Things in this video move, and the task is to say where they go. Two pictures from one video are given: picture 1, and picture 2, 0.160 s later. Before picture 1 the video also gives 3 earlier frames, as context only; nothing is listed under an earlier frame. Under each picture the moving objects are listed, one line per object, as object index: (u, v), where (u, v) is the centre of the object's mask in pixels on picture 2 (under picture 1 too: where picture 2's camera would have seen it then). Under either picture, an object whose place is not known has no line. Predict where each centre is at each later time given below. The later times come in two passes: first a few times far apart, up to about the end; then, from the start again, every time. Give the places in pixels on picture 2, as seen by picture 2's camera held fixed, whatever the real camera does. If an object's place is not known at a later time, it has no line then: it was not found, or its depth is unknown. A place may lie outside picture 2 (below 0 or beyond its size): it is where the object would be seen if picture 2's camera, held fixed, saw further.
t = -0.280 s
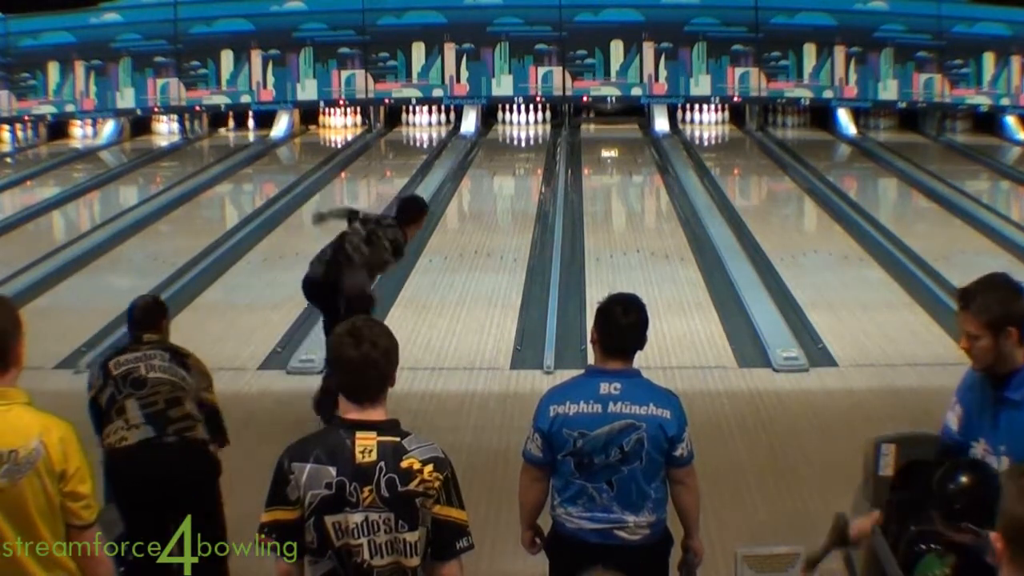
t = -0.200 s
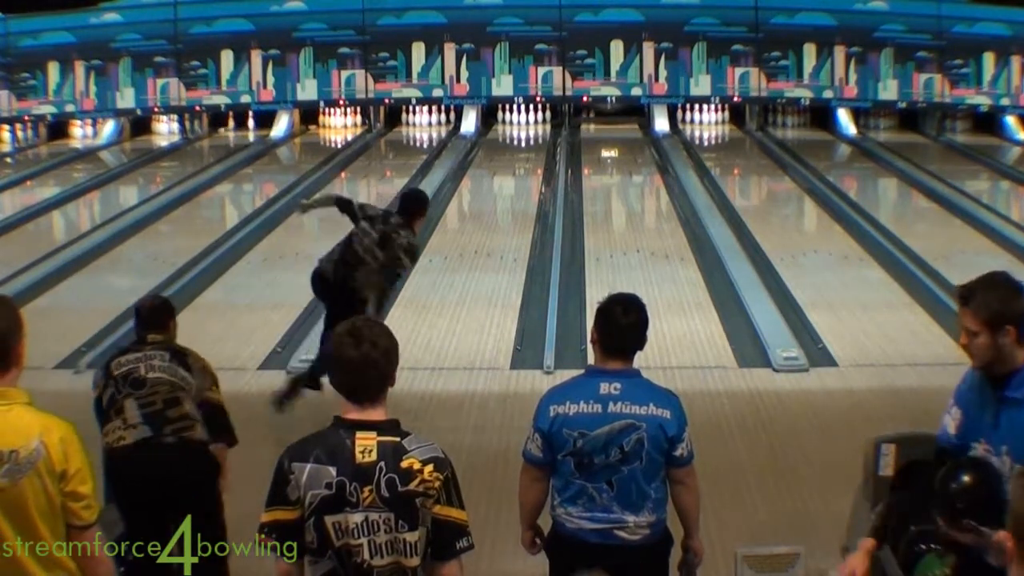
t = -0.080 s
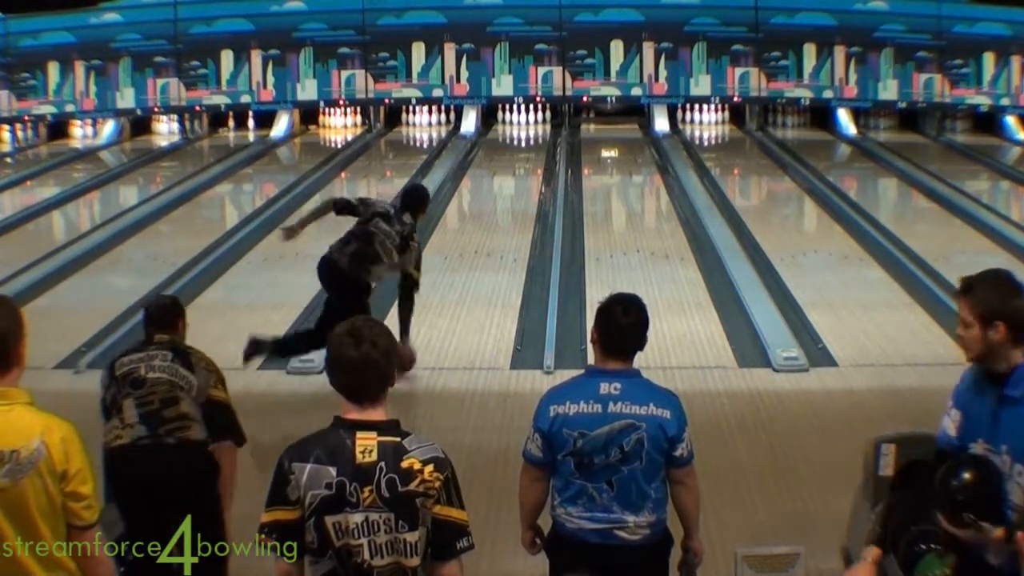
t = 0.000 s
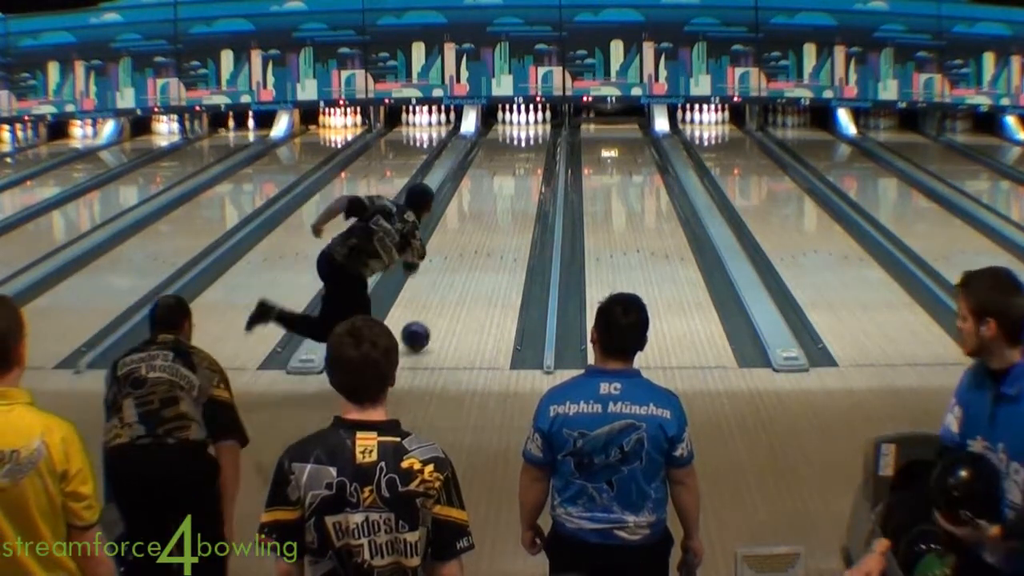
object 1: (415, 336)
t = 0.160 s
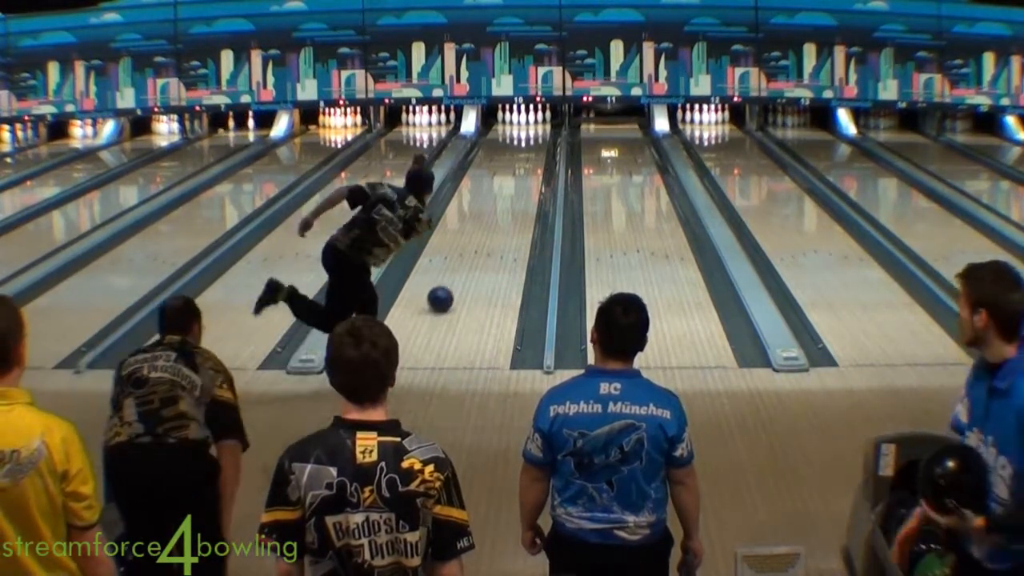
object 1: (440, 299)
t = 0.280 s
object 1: (455, 275)
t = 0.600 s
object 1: (486, 225)
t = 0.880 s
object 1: (504, 194)
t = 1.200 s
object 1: (518, 166)
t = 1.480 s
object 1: (527, 149)
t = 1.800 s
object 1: (530, 133)
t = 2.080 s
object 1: (526, 123)
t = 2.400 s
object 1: (524, 115)
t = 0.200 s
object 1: (445, 291)
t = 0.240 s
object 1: (450, 283)
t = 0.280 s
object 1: (455, 275)
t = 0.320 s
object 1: (459, 267)
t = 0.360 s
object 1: (464, 261)
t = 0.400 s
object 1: (468, 254)
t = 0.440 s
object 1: (472, 248)
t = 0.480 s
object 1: (476, 242)
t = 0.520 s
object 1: (479, 236)
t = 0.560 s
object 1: (483, 230)
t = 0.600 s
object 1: (486, 225)
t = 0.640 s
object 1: (489, 220)
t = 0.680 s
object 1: (491, 214)
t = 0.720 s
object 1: (494, 211)
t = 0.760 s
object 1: (497, 206)
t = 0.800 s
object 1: (499, 202)
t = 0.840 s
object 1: (502, 197)
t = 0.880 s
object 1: (504, 194)
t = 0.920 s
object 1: (506, 189)
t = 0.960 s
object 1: (508, 186)
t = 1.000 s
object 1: (510, 182)
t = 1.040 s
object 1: (512, 179)
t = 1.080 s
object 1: (514, 175)
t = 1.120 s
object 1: (515, 173)
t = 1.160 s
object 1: (517, 169)
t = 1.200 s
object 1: (518, 166)
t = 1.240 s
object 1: (520, 163)
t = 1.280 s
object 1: (521, 161)
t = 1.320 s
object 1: (523, 158)
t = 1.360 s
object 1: (524, 156)
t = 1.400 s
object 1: (525, 153)
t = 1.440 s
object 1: (526, 151)
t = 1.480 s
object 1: (527, 149)
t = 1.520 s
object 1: (527, 146)
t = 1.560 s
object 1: (529, 144)
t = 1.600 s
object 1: (529, 142)
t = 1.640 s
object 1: (530, 141)
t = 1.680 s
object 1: (530, 139)
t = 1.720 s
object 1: (530, 137)
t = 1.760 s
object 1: (530, 135)
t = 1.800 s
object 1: (530, 133)
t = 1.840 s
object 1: (530, 131)
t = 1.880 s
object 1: (529, 130)
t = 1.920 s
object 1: (529, 129)
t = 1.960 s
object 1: (529, 127)
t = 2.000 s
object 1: (530, 125)
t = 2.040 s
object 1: (527, 124)
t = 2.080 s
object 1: (526, 123)
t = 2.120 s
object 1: (526, 121)
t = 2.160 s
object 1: (526, 120)
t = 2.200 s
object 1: (528, 119)
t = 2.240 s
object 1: (527, 118)
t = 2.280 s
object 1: (526, 117)
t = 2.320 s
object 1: (527, 116)
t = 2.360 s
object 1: (527, 116)
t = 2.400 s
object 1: (524, 115)
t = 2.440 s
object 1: (522, 111)
